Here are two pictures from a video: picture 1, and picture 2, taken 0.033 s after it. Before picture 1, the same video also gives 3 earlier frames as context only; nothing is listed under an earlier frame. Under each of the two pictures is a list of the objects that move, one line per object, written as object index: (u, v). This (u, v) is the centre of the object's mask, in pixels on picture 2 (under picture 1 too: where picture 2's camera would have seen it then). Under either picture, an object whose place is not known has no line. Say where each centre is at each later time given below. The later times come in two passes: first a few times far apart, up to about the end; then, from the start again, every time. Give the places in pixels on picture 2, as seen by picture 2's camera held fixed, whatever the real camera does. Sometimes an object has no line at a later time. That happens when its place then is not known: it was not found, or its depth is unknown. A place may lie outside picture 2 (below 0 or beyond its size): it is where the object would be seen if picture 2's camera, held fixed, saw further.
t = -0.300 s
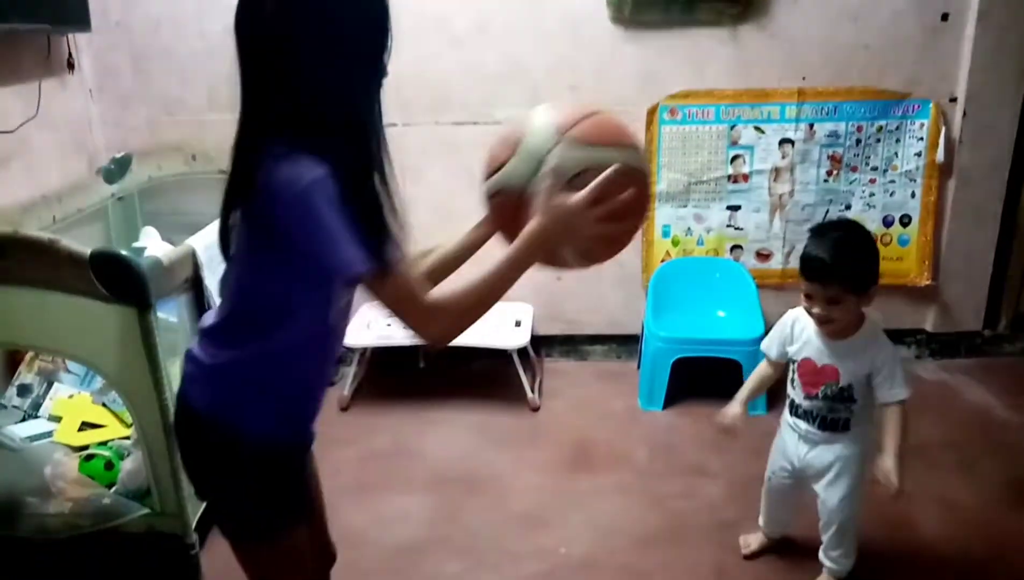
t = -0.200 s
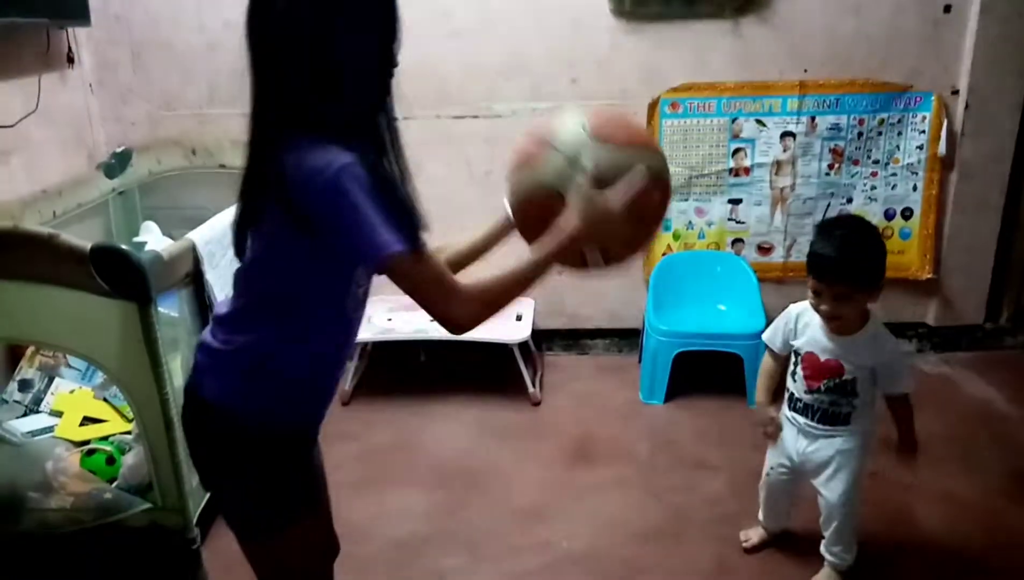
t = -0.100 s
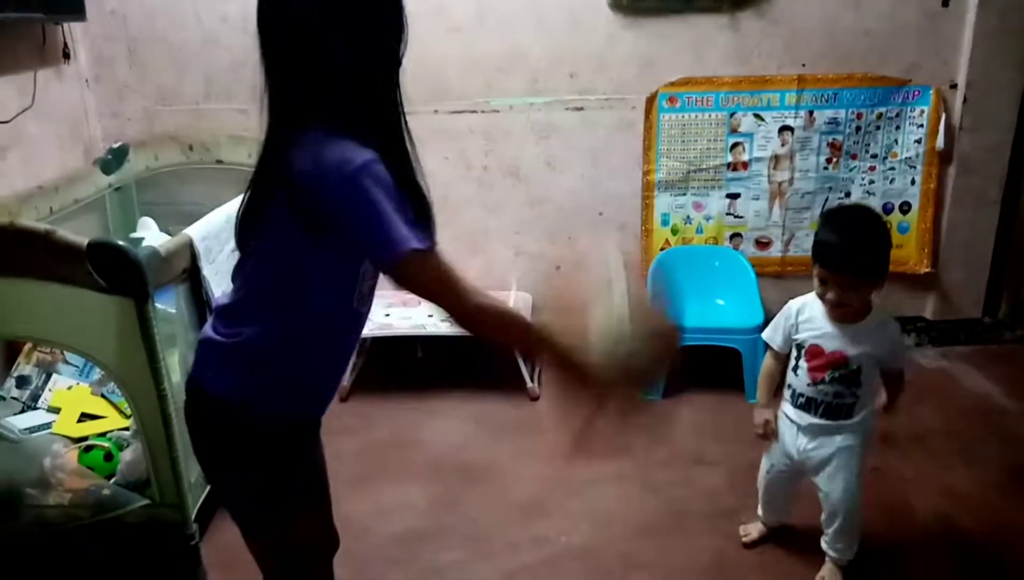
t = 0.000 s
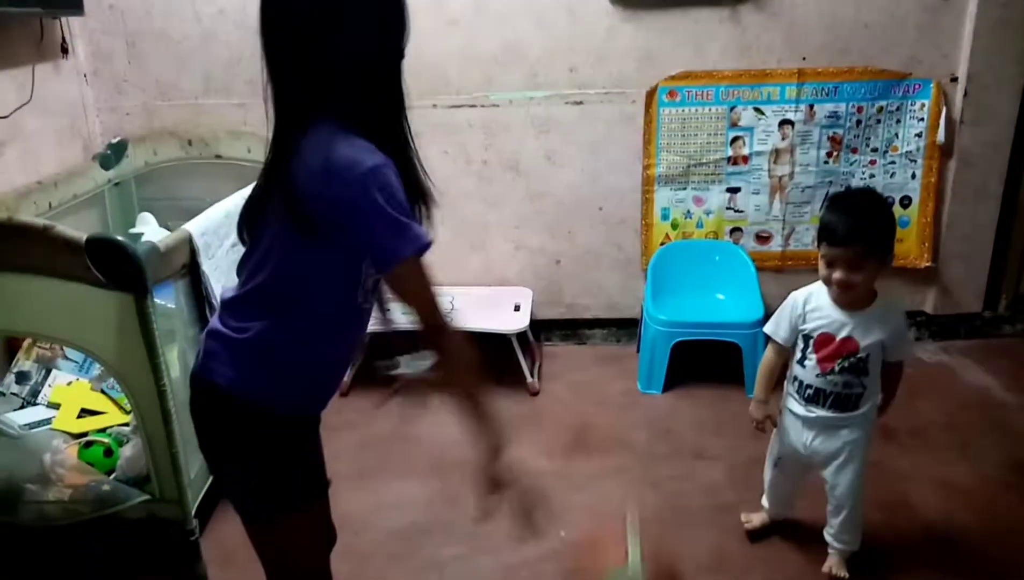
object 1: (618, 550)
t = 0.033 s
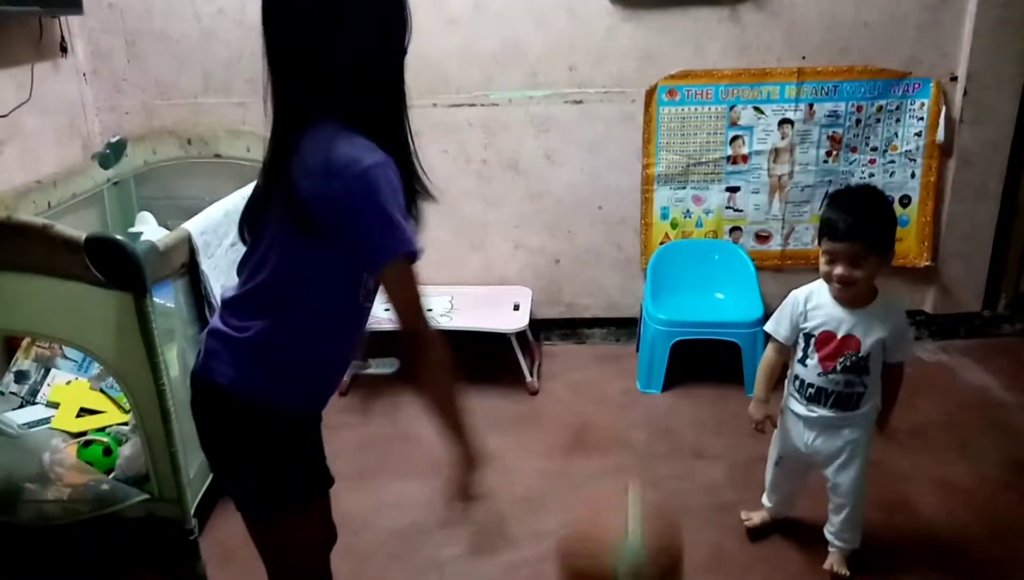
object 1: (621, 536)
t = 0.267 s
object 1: (618, 214)
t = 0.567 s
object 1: (606, 146)
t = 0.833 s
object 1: (590, 471)
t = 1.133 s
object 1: (585, 305)
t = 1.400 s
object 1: (579, 360)
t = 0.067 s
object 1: (619, 495)
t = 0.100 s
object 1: (620, 444)
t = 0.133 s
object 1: (616, 391)
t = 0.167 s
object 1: (617, 336)
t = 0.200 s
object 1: (616, 292)
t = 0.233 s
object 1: (617, 248)
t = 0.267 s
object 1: (618, 214)
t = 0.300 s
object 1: (617, 181)
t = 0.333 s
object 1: (617, 158)
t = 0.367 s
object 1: (615, 136)
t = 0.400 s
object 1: (614, 123)
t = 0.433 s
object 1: (613, 115)
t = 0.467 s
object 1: (612, 113)
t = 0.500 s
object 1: (610, 119)
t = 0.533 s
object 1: (608, 129)
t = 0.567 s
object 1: (606, 146)
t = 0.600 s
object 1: (604, 171)
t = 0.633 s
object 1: (602, 202)
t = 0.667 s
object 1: (599, 236)
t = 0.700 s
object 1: (598, 278)
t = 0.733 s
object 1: (594, 318)
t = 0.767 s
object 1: (592, 371)
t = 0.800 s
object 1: (592, 416)
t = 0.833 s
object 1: (590, 471)
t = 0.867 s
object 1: (589, 525)
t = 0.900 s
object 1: (589, 489)
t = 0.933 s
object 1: (589, 454)
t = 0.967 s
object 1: (588, 418)
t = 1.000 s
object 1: (587, 384)
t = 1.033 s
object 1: (586, 360)
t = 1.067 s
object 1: (585, 336)
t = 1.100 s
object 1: (585, 318)
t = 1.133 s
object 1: (585, 305)
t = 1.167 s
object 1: (585, 296)
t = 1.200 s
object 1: (584, 293)
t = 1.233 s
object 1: (584, 292)
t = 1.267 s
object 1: (583, 296)
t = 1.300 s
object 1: (581, 305)
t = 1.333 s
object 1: (581, 318)
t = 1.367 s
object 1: (579, 337)
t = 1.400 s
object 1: (579, 360)
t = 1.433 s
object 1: (579, 388)
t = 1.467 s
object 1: (579, 421)
